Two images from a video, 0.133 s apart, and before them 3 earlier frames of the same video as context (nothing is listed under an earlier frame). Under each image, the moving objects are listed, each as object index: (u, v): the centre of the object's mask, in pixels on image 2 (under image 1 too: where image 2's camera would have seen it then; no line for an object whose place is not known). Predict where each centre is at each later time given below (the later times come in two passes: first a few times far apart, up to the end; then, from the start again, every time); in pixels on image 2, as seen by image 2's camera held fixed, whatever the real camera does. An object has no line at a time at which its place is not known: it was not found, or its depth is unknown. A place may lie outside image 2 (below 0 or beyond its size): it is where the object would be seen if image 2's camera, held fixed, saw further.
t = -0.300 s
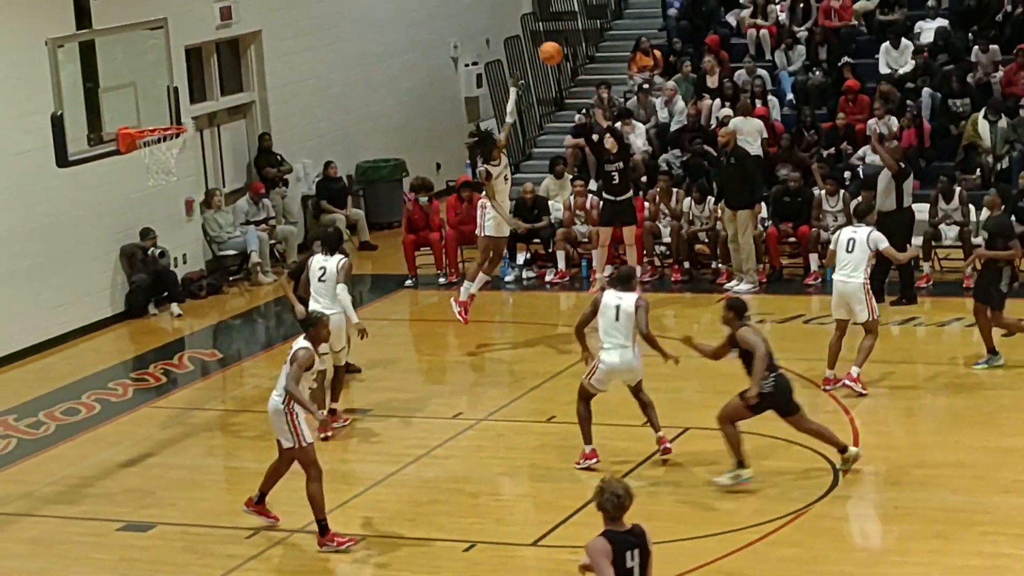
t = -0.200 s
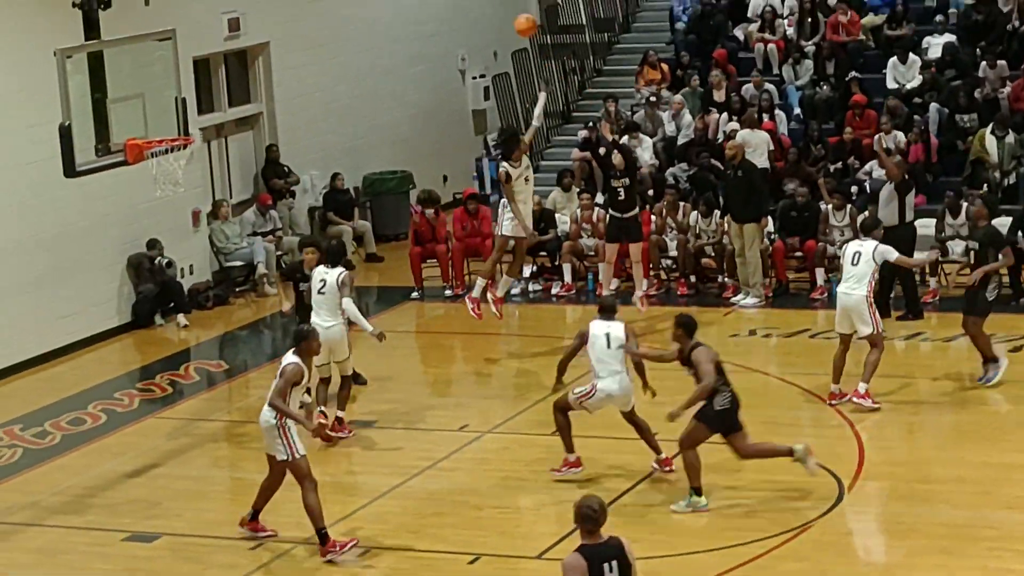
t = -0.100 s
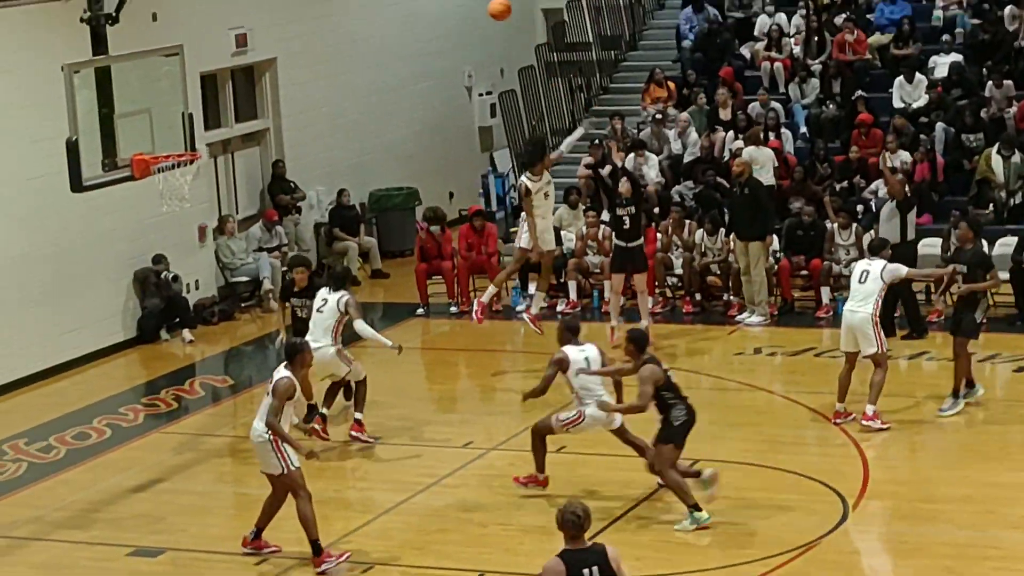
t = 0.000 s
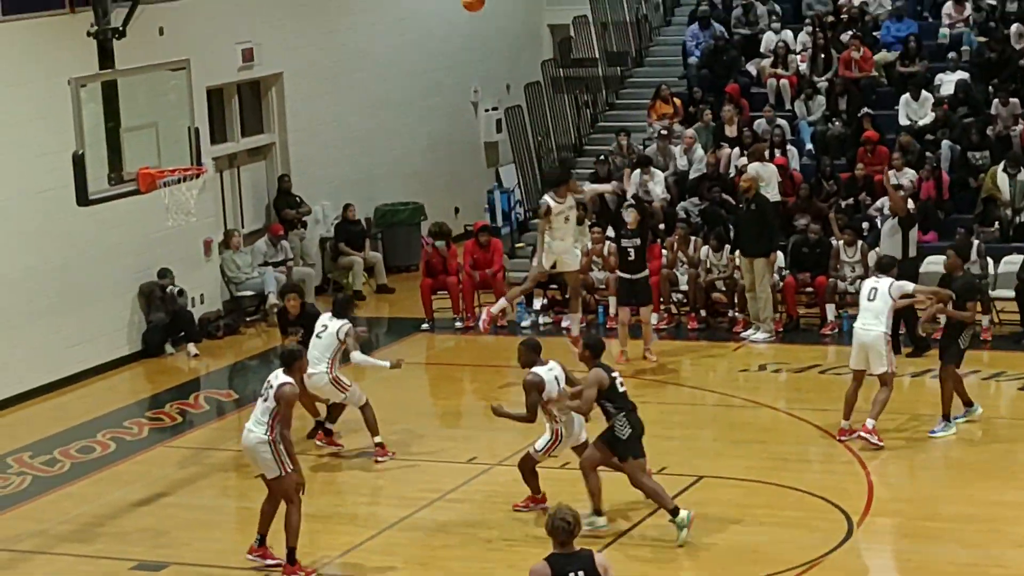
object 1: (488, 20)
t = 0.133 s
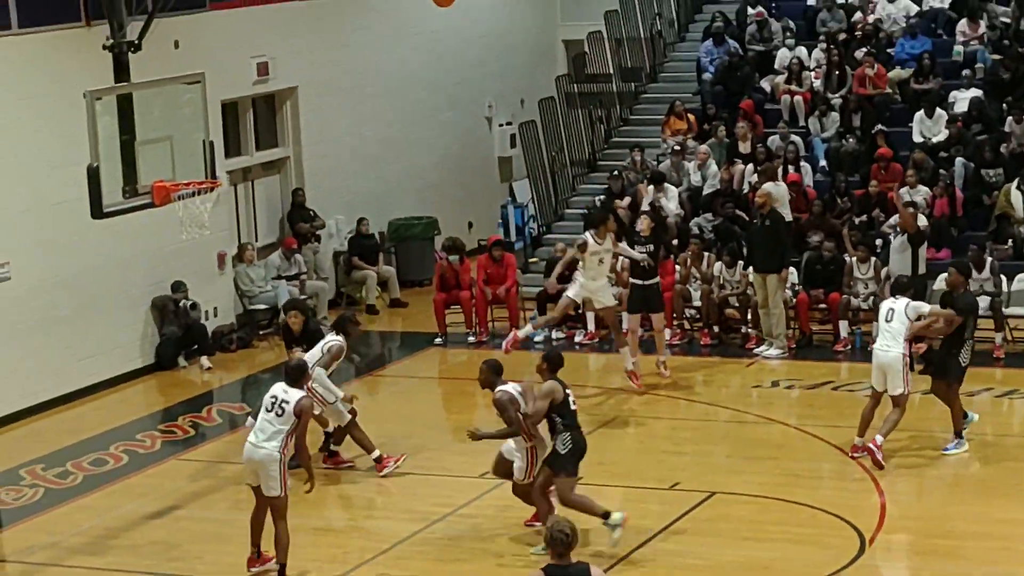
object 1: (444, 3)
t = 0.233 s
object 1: (410, -1)
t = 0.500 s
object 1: (319, 31)
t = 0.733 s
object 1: (236, 128)
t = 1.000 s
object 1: (171, 220)
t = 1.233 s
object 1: (144, 277)
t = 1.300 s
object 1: (136, 305)
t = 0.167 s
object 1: (432, 1)
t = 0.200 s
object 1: (421, -1)
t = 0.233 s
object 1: (410, -1)
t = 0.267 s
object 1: (398, -1)
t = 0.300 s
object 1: (387, 0)
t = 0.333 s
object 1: (376, 2)
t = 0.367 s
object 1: (364, 5)
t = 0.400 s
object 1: (353, 9)
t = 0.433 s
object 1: (341, 14)
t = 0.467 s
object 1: (330, 22)
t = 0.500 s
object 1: (319, 31)
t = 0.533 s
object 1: (307, 41)
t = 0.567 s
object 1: (296, 52)
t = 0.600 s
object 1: (284, 65)
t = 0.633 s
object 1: (272, 79)
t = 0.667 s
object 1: (260, 95)
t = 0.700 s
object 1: (248, 110)
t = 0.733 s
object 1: (236, 128)
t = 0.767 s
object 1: (225, 146)
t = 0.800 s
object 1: (213, 167)
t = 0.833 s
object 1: (202, 185)
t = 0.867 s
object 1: (190, 206)
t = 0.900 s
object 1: (184, 212)
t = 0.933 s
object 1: (179, 214)
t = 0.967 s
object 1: (175, 217)
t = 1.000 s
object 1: (171, 220)
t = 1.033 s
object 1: (167, 225)
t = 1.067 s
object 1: (162, 230)
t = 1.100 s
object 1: (159, 238)
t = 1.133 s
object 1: (155, 246)
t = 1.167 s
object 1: (151, 255)
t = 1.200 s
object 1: (147, 266)
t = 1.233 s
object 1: (144, 277)
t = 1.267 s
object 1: (140, 291)
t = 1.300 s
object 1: (136, 305)
